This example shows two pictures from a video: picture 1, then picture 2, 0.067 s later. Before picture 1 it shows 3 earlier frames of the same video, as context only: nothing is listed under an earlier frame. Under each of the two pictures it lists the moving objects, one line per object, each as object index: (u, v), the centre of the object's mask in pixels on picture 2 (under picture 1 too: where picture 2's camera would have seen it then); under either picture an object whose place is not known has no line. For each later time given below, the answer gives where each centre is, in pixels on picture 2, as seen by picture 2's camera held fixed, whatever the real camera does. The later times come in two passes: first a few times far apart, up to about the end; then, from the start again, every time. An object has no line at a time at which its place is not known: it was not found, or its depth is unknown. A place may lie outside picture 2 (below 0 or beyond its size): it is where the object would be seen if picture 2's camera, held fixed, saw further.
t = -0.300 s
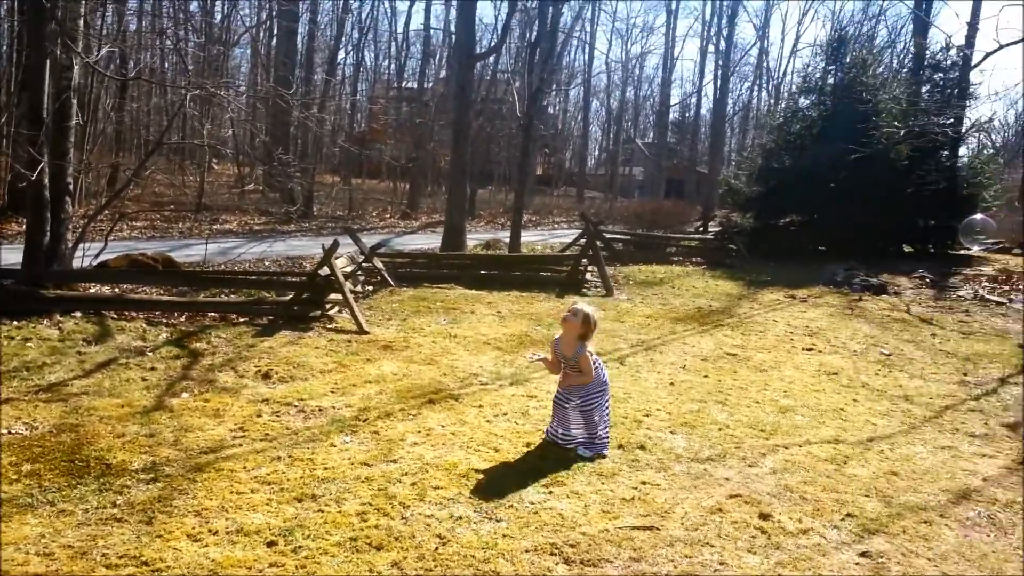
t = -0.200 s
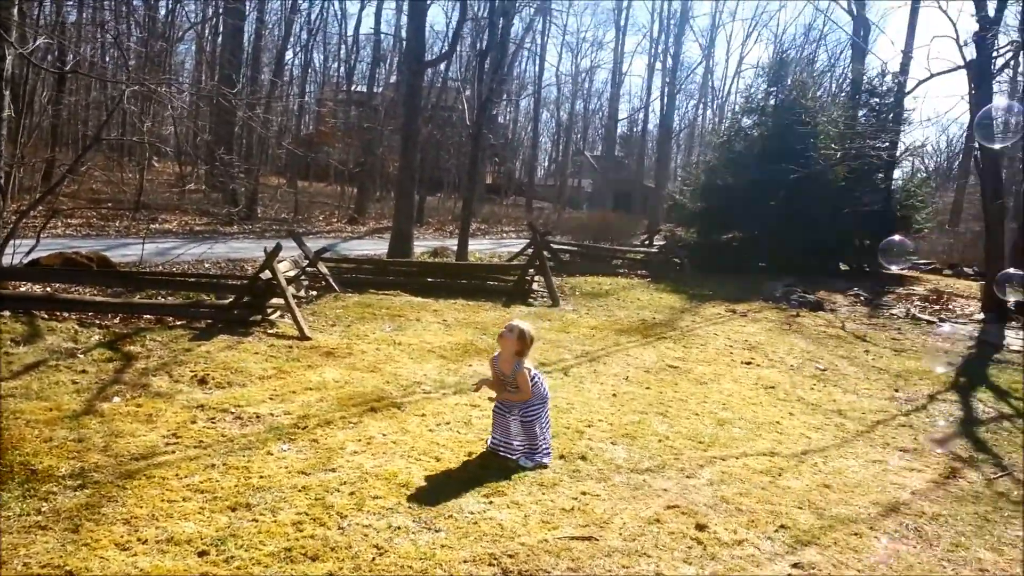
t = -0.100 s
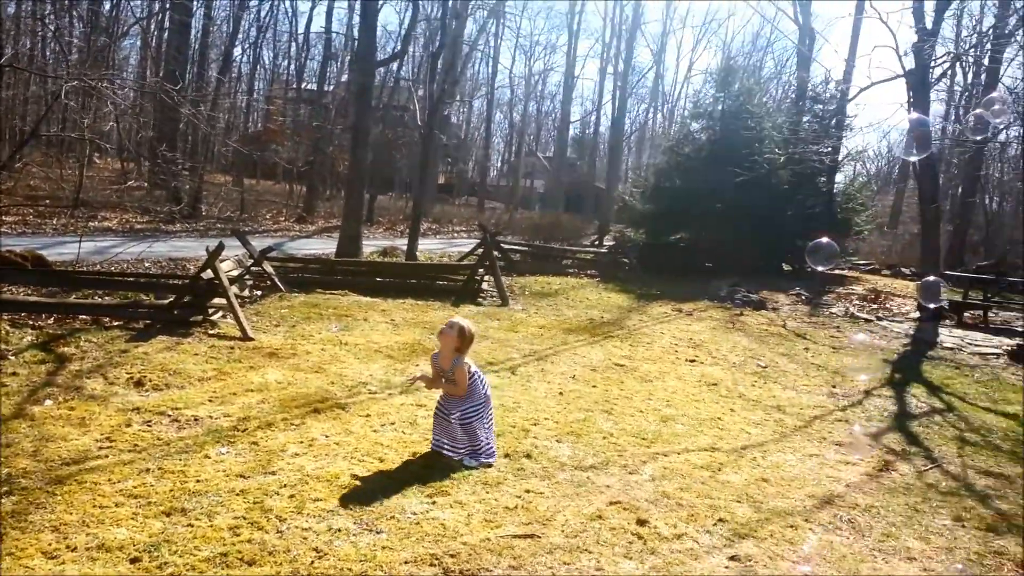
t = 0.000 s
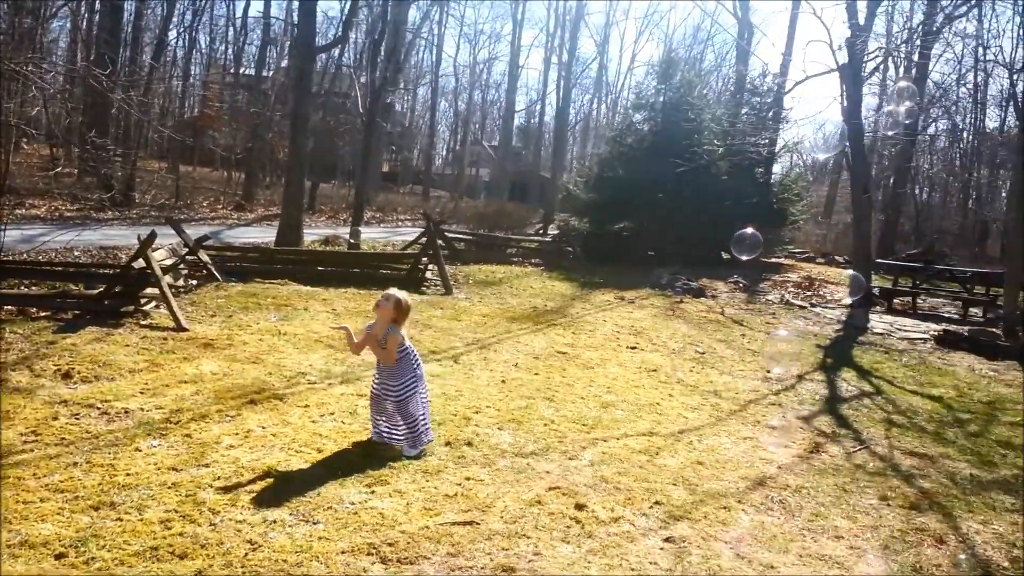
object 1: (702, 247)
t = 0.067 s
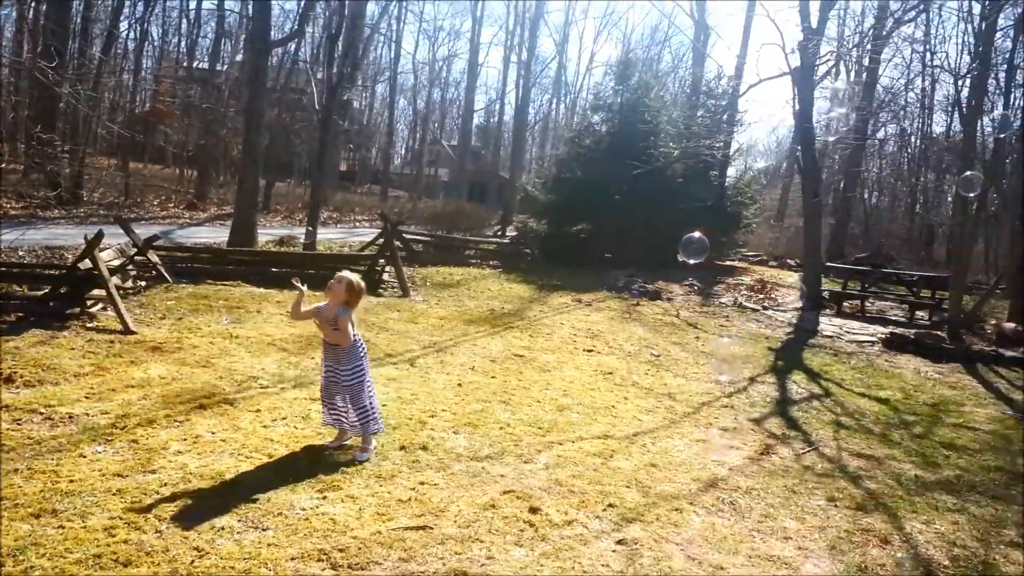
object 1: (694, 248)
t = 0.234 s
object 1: (679, 250)
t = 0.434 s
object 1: (668, 251)
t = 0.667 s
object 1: (662, 253)
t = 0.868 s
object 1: (658, 254)
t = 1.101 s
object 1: (656, 257)
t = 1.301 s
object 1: (660, 246)
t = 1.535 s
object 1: (669, 245)
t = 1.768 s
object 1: (662, 250)
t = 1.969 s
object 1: (641, 250)
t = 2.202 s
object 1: (610, 251)
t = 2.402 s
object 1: (590, 251)
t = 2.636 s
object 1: (572, 248)
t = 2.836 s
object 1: (557, 240)
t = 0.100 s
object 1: (691, 249)
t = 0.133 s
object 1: (688, 250)
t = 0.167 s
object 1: (685, 250)
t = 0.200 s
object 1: (681, 250)
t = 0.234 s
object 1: (679, 250)
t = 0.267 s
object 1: (676, 250)
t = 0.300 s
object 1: (675, 251)
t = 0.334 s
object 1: (673, 251)
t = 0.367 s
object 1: (671, 251)
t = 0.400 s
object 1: (669, 251)
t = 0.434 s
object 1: (668, 251)
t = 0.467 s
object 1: (667, 251)
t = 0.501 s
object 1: (666, 252)
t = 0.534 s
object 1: (665, 252)
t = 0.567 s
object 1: (664, 252)
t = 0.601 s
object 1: (663, 252)
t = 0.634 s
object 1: (663, 252)
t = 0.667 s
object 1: (662, 253)
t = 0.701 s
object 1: (661, 253)
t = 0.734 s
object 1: (660, 253)
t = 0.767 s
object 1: (660, 253)
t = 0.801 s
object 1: (659, 253)
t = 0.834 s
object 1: (659, 254)
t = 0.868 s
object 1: (658, 254)
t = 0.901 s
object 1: (658, 255)
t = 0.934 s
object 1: (658, 255)
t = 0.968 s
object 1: (658, 256)
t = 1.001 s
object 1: (658, 257)
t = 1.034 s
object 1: (656, 257)
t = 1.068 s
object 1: (656, 257)
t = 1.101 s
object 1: (656, 257)
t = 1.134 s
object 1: (656, 256)
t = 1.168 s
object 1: (657, 255)
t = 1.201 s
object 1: (658, 253)
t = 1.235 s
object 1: (658, 251)
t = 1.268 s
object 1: (658, 248)
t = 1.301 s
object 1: (660, 246)
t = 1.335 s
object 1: (661, 245)
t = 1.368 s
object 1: (662, 244)
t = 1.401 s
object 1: (664, 244)
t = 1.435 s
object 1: (665, 245)
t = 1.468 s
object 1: (667, 245)
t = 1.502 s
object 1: (668, 245)
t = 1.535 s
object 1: (669, 245)
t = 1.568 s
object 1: (669, 246)
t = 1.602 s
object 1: (668, 247)
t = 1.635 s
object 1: (668, 247)
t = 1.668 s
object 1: (667, 248)
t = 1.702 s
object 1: (665, 249)
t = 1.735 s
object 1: (664, 249)
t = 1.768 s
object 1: (662, 250)
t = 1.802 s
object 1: (659, 250)
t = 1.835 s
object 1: (655, 250)
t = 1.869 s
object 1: (651, 250)
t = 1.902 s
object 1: (648, 250)
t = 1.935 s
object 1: (644, 250)
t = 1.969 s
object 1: (641, 250)
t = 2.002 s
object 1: (636, 249)
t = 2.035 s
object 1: (631, 250)
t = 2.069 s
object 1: (626, 250)
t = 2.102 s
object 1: (623, 250)
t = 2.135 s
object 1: (618, 251)
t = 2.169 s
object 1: (614, 251)
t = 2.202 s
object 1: (610, 251)
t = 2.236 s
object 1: (606, 251)
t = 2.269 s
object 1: (602, 251)
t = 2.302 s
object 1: (599, 251)
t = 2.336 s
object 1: (596, 251)
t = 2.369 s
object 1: (593, 251)
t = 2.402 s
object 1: (590, 251)
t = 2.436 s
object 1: (587, 251)
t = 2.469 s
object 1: (585, 251)
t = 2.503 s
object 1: (582, 250)
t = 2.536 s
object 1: (579, 250)
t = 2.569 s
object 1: (577, 249)
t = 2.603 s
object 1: (575, 249)
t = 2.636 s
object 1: (572, 248)
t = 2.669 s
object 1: (570, 247)
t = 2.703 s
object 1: (567, 246)
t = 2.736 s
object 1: (565, 245)
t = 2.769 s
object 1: (563, 243)
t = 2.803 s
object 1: (560, 241)
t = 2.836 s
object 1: (557, 240)
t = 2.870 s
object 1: (554, 238)
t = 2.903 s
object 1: (551, 236)
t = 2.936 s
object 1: (547, 233)
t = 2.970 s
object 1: (544, 231)
